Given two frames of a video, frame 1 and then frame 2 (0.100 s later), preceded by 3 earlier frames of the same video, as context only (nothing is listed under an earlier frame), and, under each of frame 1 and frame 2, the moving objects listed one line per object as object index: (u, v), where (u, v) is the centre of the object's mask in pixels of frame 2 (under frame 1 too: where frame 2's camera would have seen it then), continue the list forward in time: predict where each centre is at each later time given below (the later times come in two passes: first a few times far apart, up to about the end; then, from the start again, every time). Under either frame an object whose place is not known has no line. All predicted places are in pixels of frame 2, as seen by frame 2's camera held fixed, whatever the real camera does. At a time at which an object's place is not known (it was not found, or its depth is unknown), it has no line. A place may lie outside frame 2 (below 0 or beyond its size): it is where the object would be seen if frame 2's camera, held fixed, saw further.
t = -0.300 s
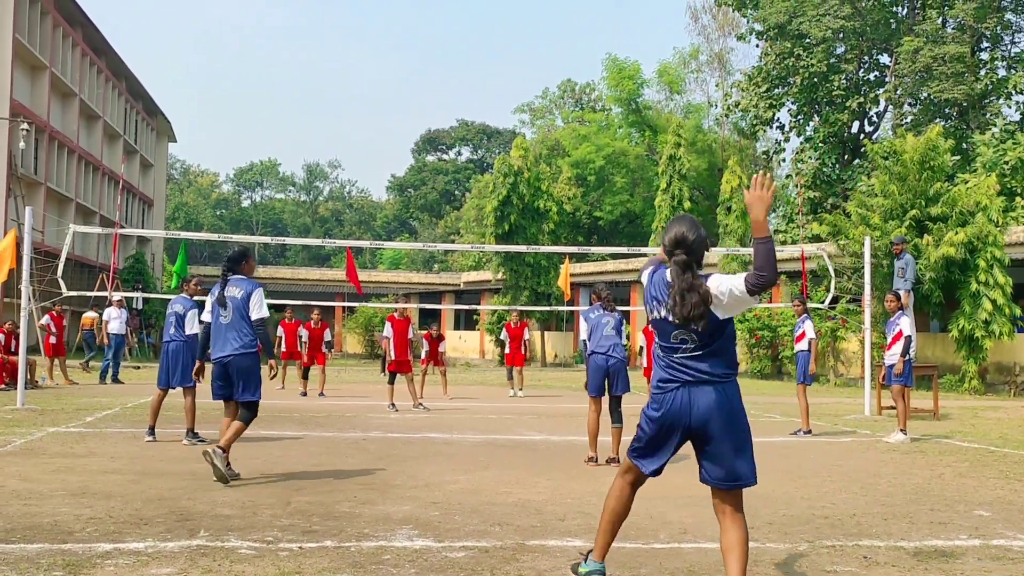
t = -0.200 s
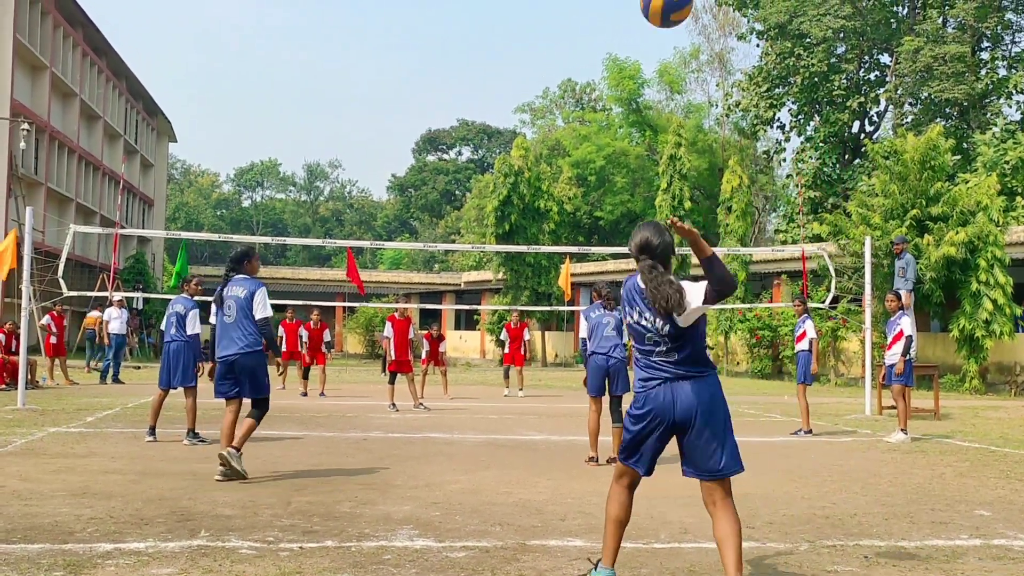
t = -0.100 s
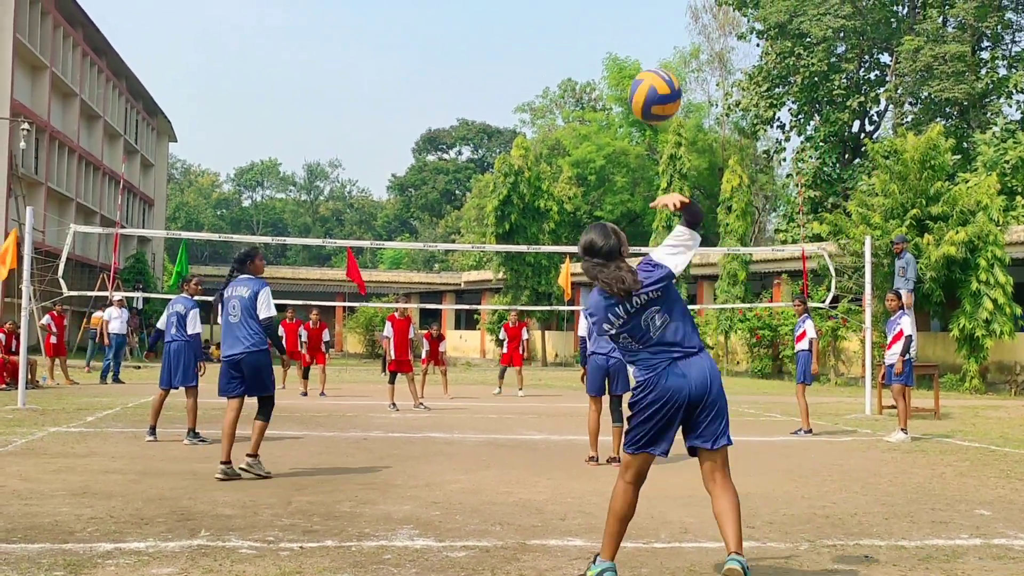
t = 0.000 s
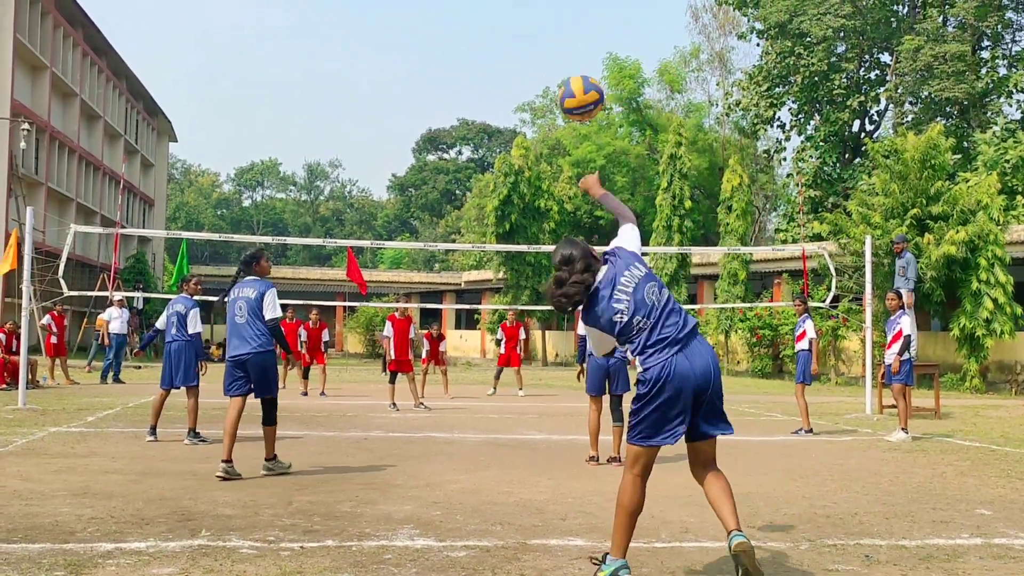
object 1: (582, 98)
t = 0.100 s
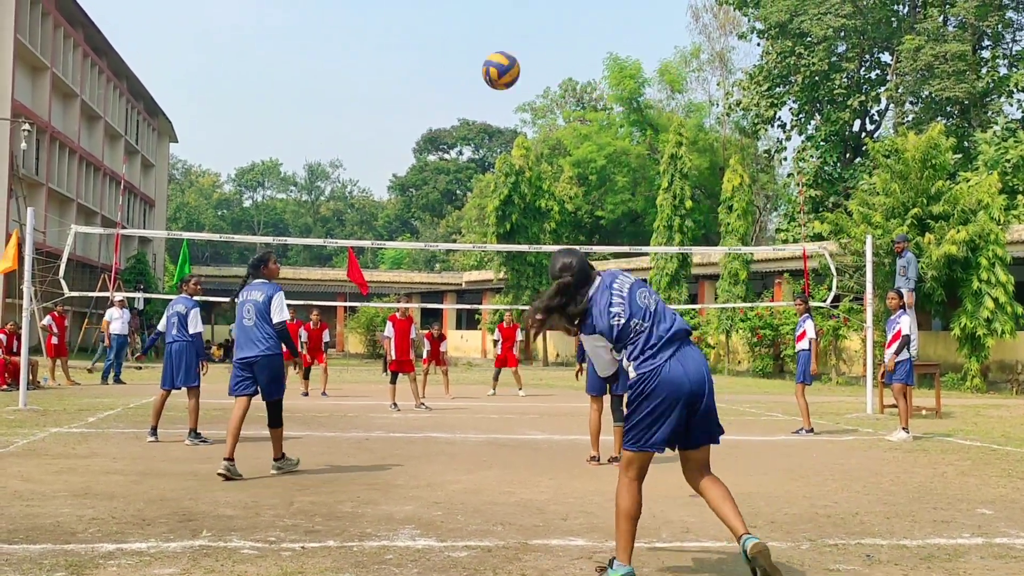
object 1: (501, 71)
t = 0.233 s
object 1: (428, 70)
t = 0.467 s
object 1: (347, 119)
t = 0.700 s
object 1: (301, 200)
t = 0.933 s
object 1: (253, 299)
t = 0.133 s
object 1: (480, 68)
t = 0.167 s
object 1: (461, 67)
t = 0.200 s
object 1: (443, 68)
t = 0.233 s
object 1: (428, 70)
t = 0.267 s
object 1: (413, 74)
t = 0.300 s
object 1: (400, 79)
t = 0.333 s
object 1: (388, 86)
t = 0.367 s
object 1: (377, 93)
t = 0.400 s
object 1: (366, 101)
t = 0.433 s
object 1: (356, 110)
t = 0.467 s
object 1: (347, 119)
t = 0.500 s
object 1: (339, 129)
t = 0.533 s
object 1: (331, 140)
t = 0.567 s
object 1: (324, 151)
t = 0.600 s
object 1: (317, 163)
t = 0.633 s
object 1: (310, 175)
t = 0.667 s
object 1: (307, 188)
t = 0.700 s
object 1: (301, 200)
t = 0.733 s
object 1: (294, 213)
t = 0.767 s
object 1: (286, 227)
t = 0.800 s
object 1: (275, 240)
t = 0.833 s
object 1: (274, 255)
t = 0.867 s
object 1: (264, 269)
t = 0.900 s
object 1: (258, 284)
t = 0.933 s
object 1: (253, 299)
